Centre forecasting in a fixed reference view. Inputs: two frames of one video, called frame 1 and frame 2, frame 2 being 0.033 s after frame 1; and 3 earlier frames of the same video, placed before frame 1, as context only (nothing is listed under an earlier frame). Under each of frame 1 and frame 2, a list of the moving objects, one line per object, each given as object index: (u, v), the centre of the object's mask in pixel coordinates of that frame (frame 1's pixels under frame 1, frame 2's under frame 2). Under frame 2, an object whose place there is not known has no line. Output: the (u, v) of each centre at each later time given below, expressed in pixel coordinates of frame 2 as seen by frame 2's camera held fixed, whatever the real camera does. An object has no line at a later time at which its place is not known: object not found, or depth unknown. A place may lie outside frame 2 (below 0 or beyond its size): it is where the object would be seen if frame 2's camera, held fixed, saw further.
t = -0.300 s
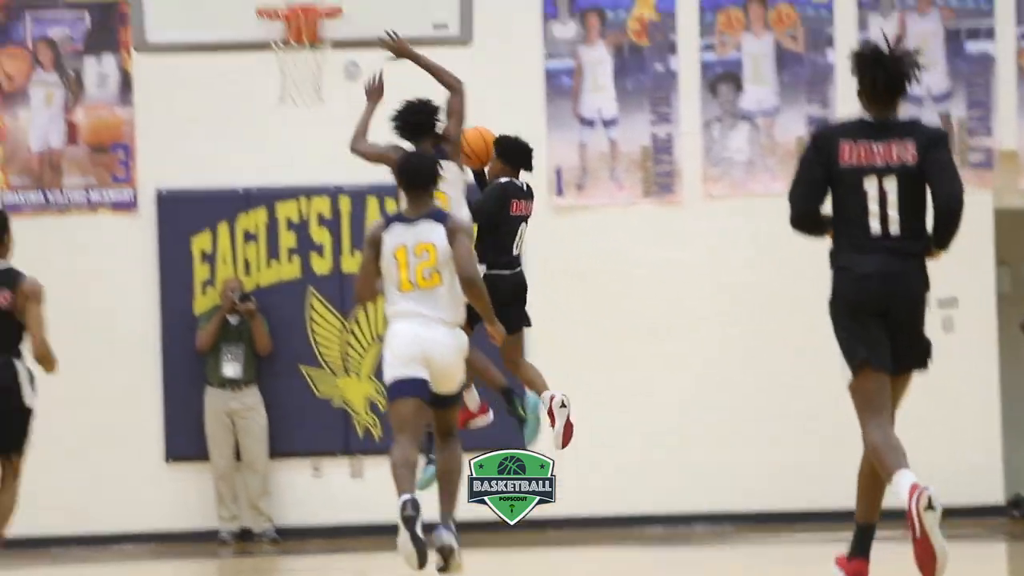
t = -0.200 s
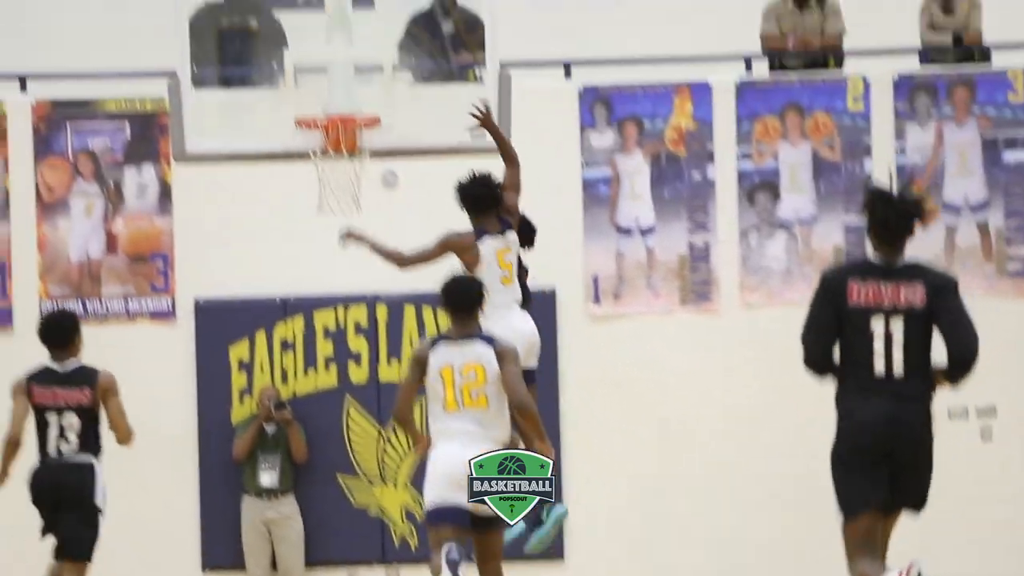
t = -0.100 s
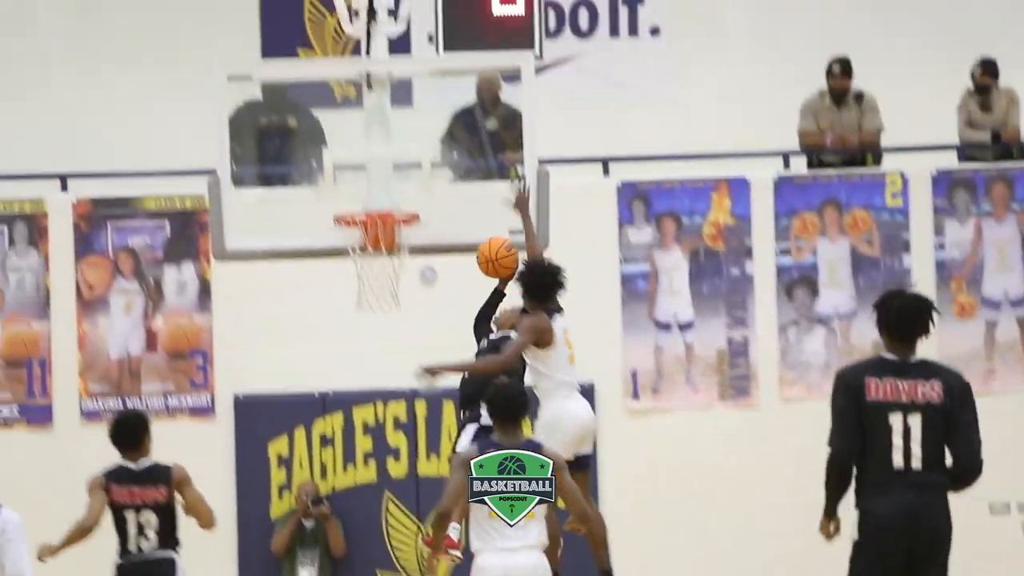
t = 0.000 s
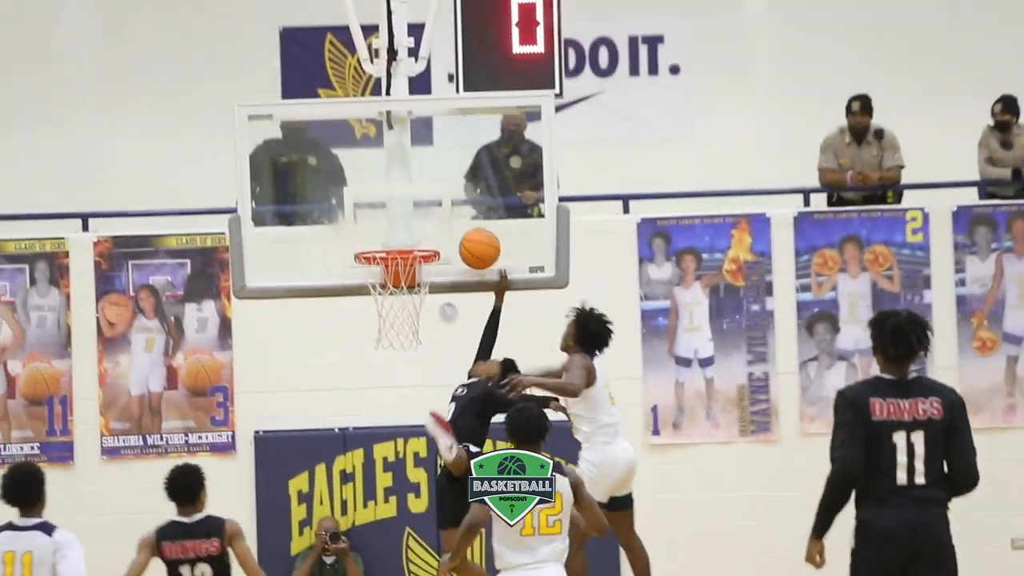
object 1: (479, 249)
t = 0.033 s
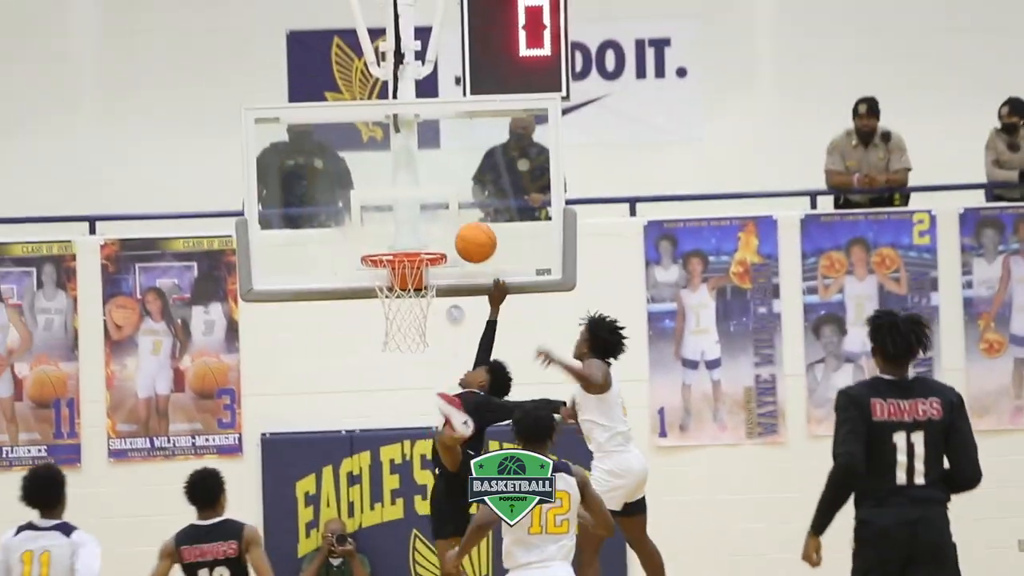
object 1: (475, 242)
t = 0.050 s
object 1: (470, 239)
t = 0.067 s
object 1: (464, 236)
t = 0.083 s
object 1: (459, 234)
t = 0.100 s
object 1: (454, 232)
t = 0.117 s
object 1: (448, 231)
